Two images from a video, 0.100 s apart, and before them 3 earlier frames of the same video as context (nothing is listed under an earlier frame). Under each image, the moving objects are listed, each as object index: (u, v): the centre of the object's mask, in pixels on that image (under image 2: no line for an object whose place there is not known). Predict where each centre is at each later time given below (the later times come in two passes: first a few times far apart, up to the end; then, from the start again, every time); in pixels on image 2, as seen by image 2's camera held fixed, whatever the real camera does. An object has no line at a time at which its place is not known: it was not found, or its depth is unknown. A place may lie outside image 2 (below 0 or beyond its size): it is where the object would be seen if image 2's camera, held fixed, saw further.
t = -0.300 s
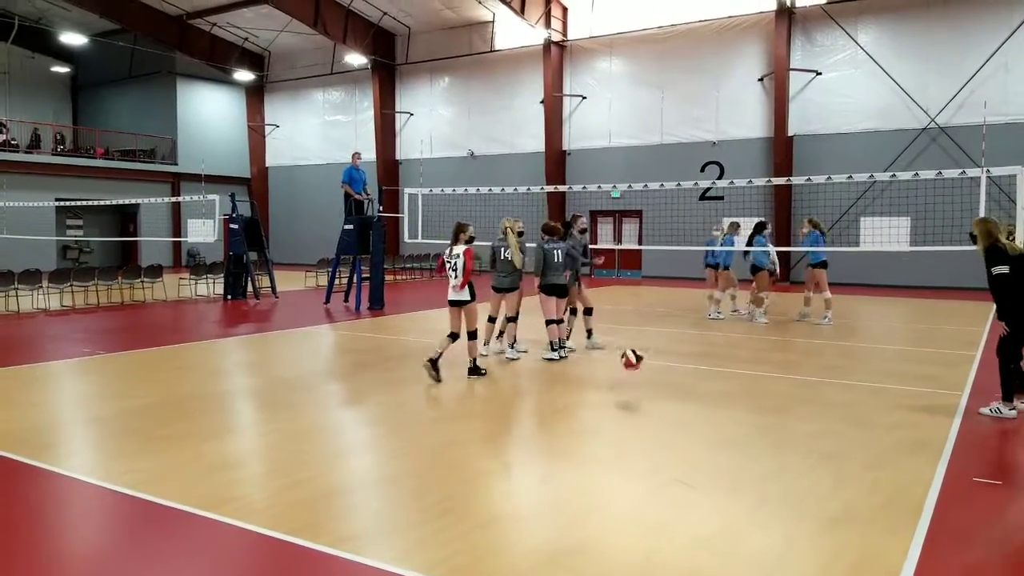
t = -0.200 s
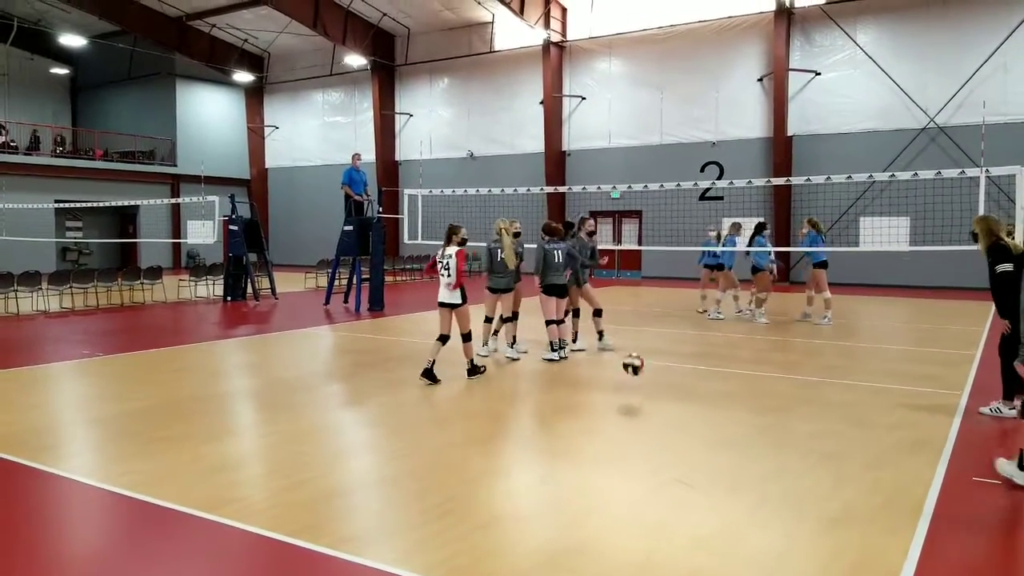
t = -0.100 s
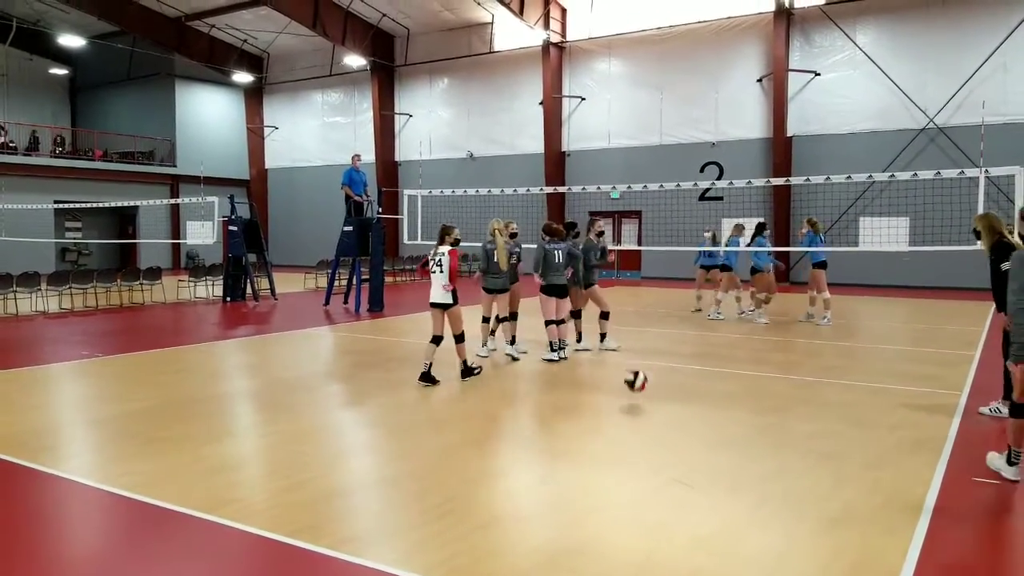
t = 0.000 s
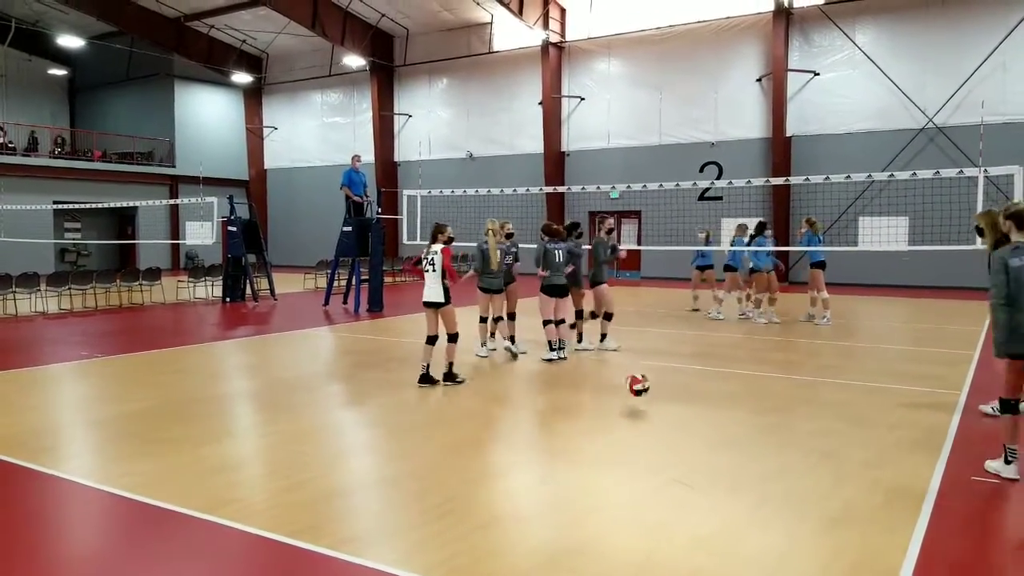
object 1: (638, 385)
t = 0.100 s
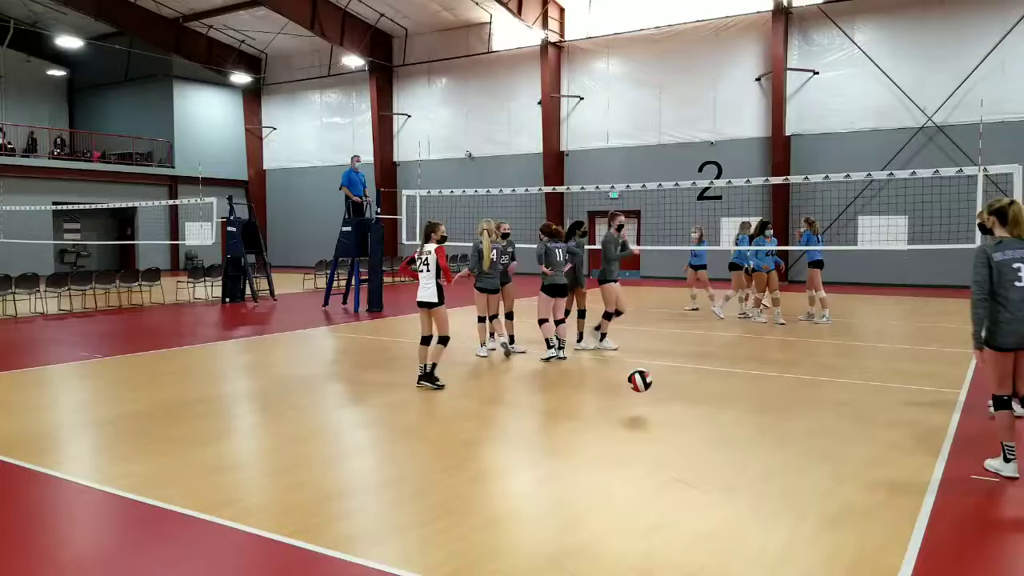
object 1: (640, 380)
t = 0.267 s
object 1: (644, 399)
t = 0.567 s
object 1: (655, 415)
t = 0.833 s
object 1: (667, 433)
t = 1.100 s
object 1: (682, 451)
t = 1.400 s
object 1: (701, 478)
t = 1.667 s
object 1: (723, 504)
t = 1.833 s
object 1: (741, 526)
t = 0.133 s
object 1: (640, 381)
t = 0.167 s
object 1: (641, 383)
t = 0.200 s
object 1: (641, 387)
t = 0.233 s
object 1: (644, 392)
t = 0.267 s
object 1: (644, 399)
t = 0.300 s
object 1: (645, 407)
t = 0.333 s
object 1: (646, 403)
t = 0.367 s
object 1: (647, 400)
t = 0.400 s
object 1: (648, 399)
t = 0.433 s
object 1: (650, 400)
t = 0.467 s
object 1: (651, 401)
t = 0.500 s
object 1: (652, 404)
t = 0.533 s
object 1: (654, 408)
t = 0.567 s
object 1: (655, 415)
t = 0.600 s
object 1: (657, 422)
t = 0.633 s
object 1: (658, 419)
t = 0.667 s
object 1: (659, 418)
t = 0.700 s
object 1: (662, 417)
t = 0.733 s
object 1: (663, 418)
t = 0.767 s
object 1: (664, 421)
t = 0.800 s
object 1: (665, 426)
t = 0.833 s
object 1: (667, 433)
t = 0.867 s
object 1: (669, 437)
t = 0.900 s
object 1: (670, 435)
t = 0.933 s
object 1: (672, 435)
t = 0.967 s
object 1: (673, 436)
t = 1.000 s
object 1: (675, 440)
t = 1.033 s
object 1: (677, 445)
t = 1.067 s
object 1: (680, 451)
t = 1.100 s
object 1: (682, 451)
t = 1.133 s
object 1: (683, 451)
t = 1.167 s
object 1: (685, 453)
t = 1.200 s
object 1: (687, 457)
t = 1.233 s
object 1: (689, 462)
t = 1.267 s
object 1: (692, 465)
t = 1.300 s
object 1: (694, 466)
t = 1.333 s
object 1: (696, 468)
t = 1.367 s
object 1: (698, 473)
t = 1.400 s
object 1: (701, 478)
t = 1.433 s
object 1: (703, 479)
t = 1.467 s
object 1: (706, 481)
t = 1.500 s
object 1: (708, 486)
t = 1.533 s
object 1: (710, 490)
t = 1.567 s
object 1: (714, 494)
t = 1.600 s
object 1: (716, 497)
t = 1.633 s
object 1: (720, 501)
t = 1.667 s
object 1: (723, 504)
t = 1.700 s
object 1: (726, 509)
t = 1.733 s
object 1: (730, 512)
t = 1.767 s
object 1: (734, 517)
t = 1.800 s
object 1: (738, 521)
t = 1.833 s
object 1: (741, 526)
